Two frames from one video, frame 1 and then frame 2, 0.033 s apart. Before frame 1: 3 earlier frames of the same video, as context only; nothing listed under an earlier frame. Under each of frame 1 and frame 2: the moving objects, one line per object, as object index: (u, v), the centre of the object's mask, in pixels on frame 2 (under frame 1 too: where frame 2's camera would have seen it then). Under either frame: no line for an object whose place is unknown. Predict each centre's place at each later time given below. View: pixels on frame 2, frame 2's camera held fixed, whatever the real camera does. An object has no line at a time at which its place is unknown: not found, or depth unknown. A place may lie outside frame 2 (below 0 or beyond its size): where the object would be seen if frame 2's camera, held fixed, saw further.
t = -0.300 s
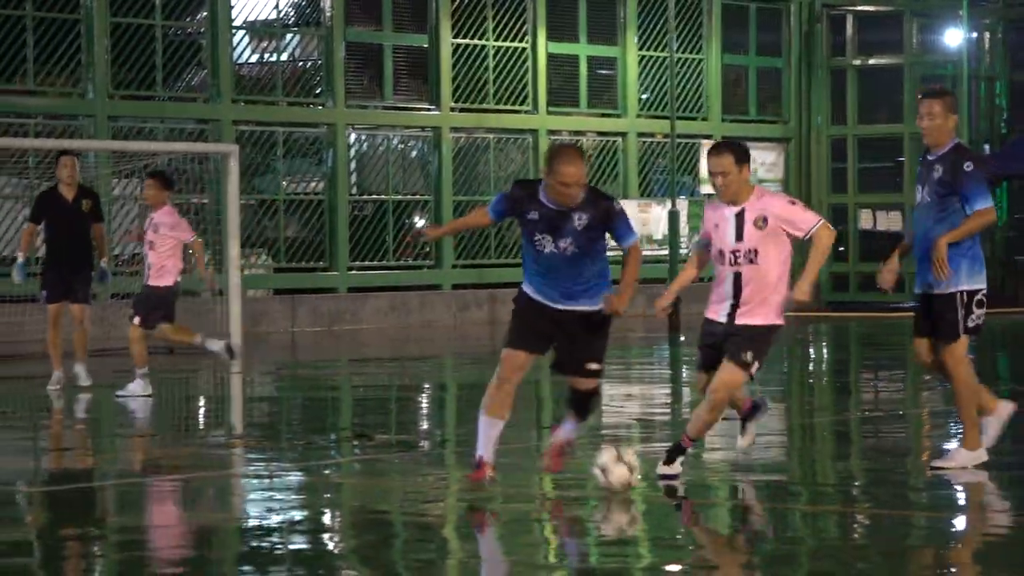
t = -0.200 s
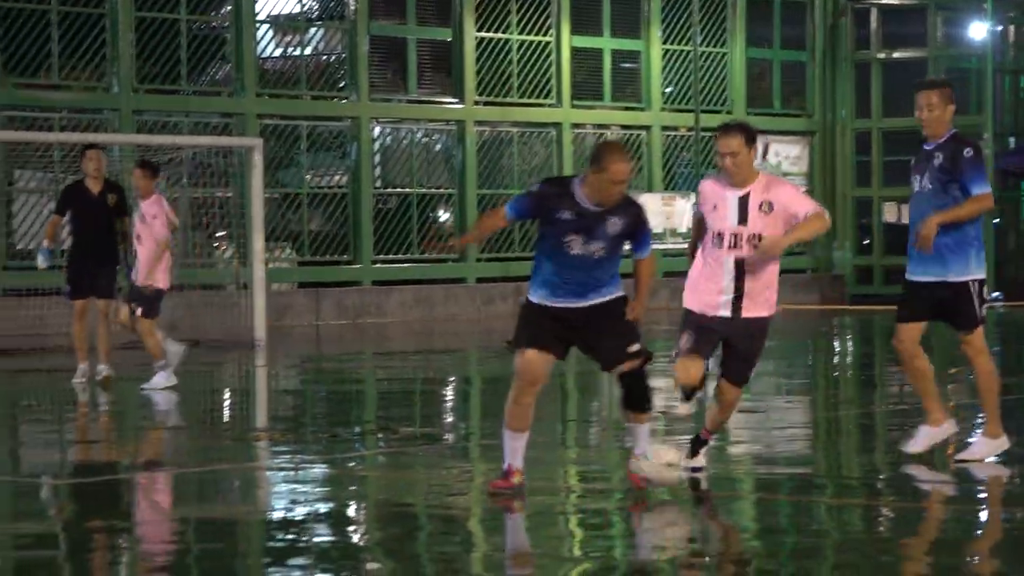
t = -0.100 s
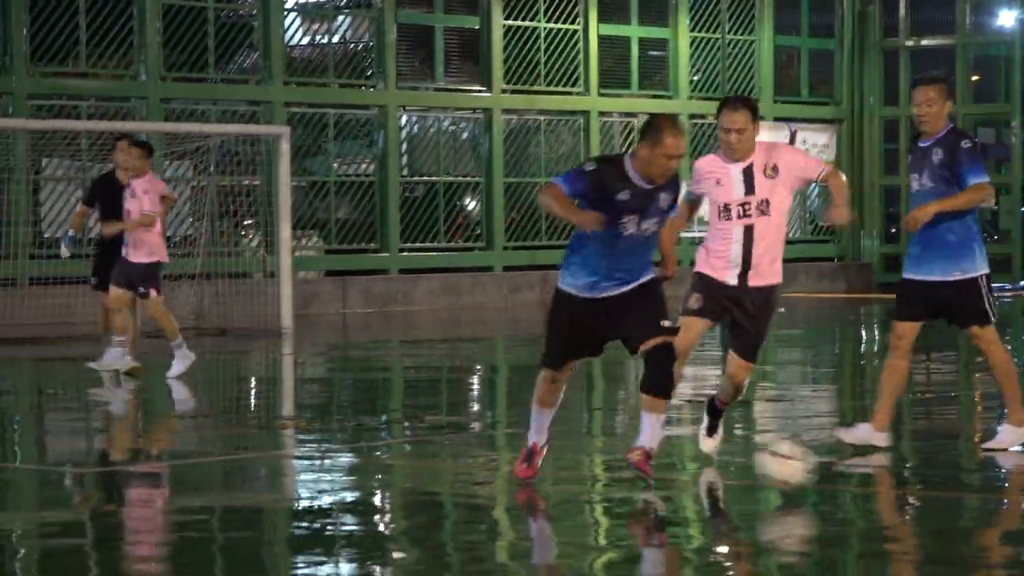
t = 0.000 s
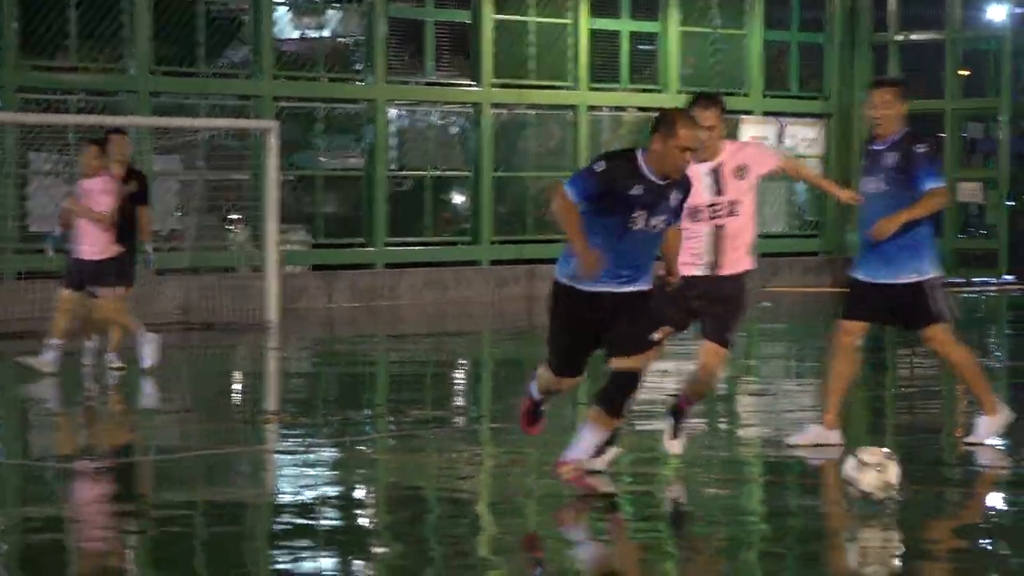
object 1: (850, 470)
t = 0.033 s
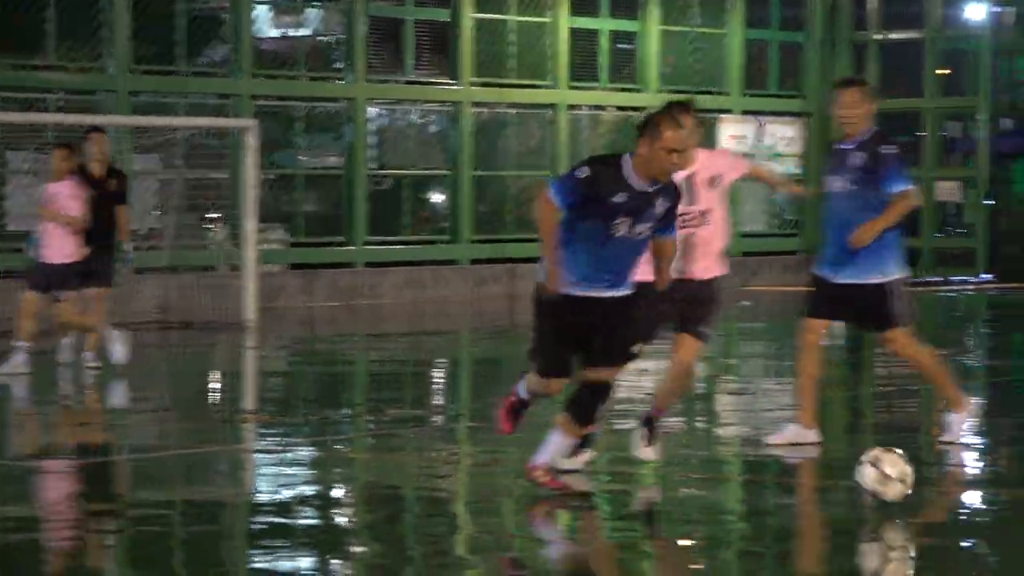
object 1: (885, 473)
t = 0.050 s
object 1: (903, 476)
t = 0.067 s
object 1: (921, 480)
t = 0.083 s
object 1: (940, 485)
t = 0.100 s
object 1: (960, 492)
